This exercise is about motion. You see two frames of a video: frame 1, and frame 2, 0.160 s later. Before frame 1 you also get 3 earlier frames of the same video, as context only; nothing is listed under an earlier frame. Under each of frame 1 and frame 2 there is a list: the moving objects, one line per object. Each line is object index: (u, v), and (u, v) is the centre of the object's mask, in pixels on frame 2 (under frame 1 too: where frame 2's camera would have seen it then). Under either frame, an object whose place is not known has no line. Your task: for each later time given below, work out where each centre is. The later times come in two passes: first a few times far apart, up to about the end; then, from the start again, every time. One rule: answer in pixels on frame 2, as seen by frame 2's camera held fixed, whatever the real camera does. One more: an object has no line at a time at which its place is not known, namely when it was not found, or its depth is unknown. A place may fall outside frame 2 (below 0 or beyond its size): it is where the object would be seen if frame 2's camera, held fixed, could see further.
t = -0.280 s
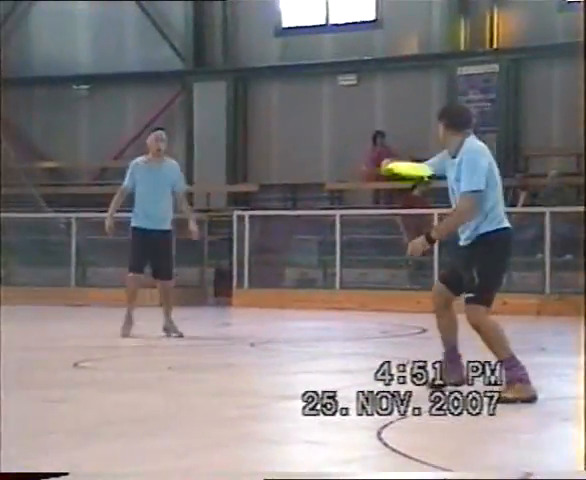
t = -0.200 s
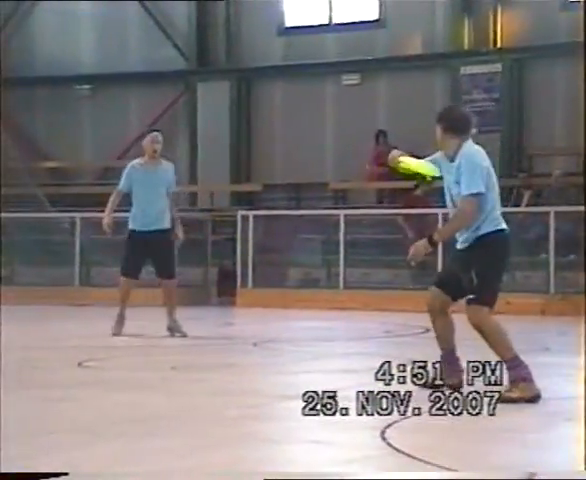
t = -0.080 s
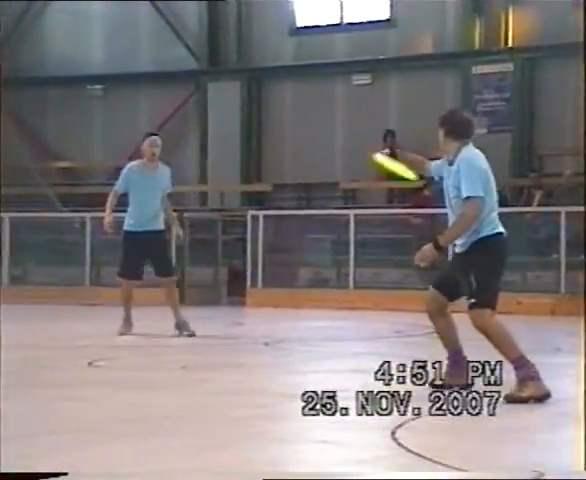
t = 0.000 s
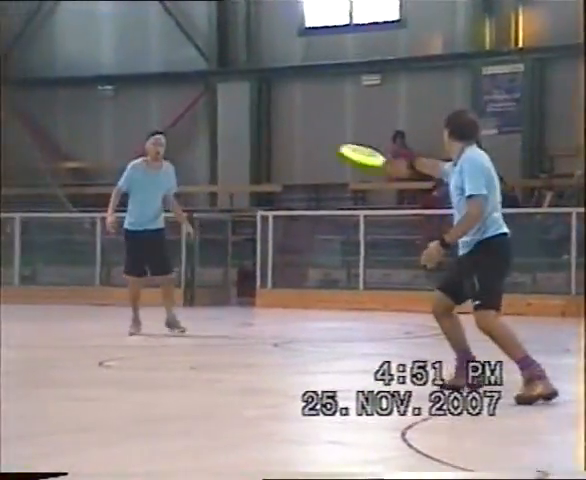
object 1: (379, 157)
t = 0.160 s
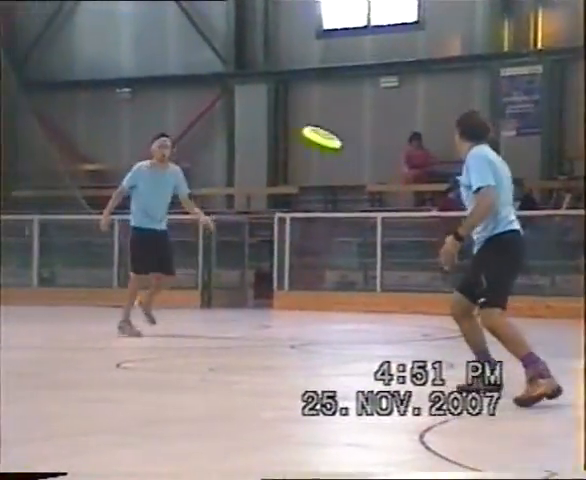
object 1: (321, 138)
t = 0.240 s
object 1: (301, 133)
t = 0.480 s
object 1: (260, 135)
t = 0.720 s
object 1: (241, 155)
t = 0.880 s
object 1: (236, 177)
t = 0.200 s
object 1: (310, 135)
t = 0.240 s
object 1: (301, 133)
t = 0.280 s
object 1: (292, 132)
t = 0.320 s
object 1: (284, 131)
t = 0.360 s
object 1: (277, 132)
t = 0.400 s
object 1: (270, 132)
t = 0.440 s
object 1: (264, 133)
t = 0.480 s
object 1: (260, 135)
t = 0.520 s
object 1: (254, 137)
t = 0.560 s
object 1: (252, 140)
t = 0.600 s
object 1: (248, 143)
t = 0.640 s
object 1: (245, 147)
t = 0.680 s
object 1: (242, 151)
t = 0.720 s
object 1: (241, 155)
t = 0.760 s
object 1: (239, 160)
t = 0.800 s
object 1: (238, 165)
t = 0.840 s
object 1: (237, 171)
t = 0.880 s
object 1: (236, 177)
